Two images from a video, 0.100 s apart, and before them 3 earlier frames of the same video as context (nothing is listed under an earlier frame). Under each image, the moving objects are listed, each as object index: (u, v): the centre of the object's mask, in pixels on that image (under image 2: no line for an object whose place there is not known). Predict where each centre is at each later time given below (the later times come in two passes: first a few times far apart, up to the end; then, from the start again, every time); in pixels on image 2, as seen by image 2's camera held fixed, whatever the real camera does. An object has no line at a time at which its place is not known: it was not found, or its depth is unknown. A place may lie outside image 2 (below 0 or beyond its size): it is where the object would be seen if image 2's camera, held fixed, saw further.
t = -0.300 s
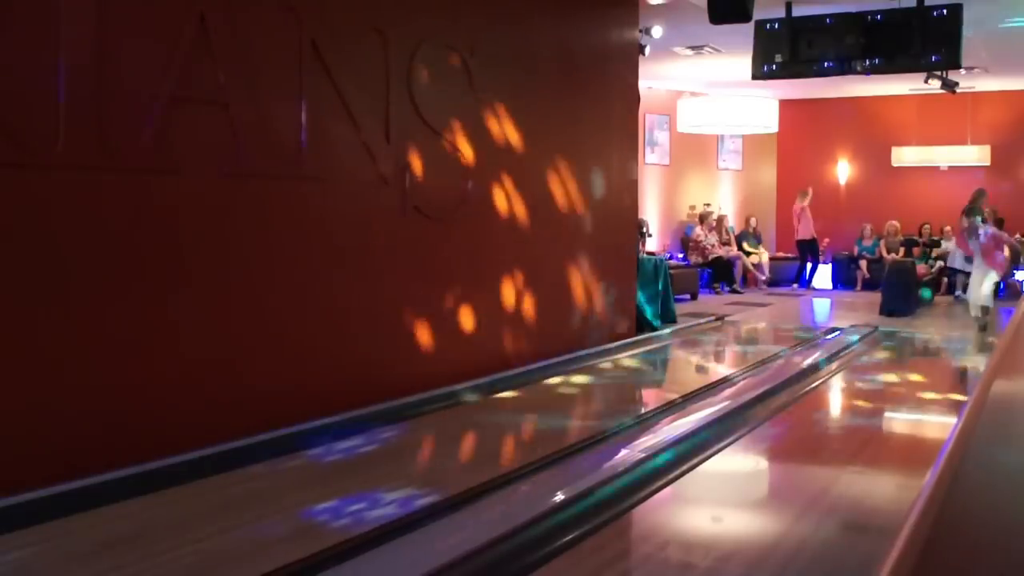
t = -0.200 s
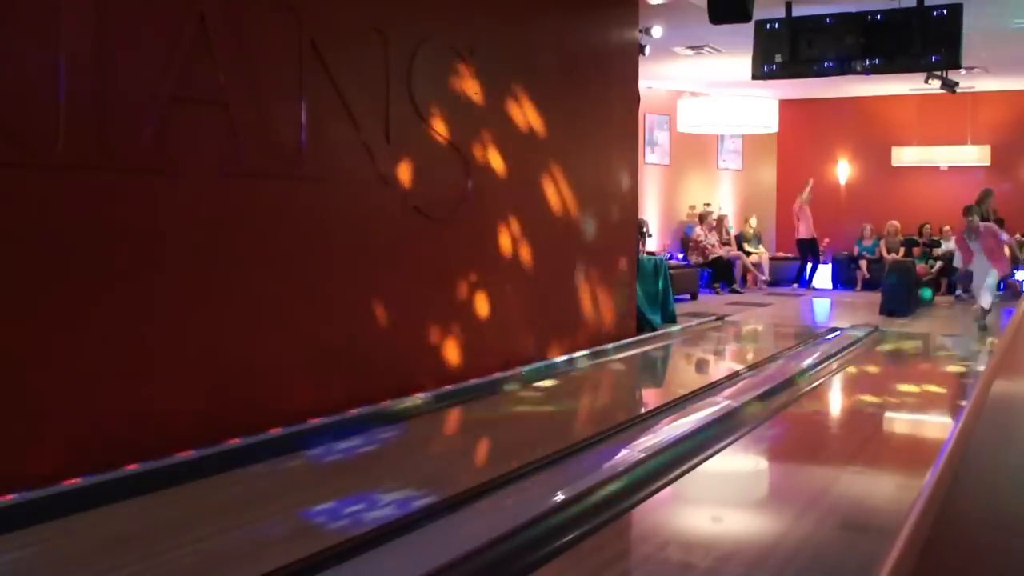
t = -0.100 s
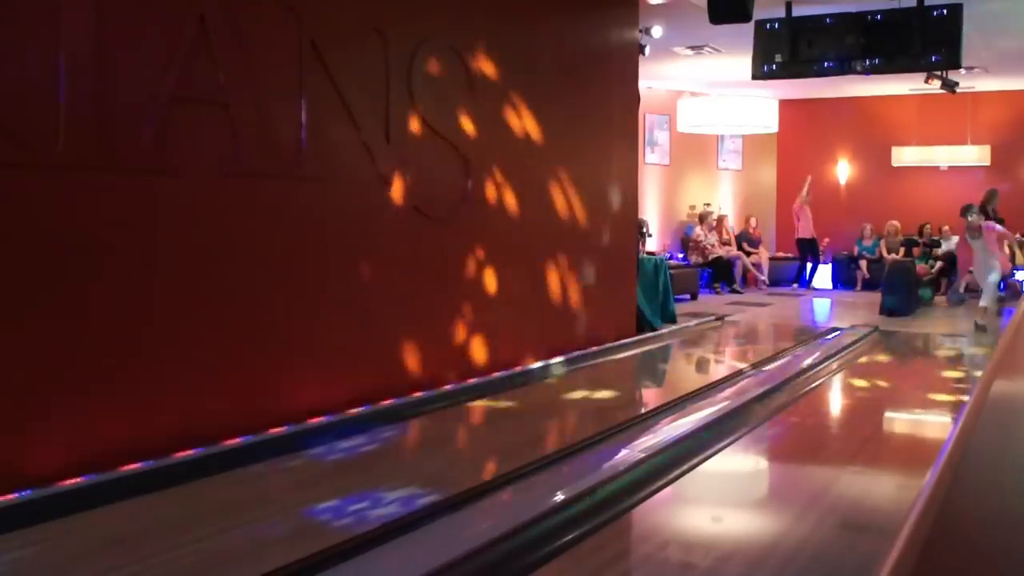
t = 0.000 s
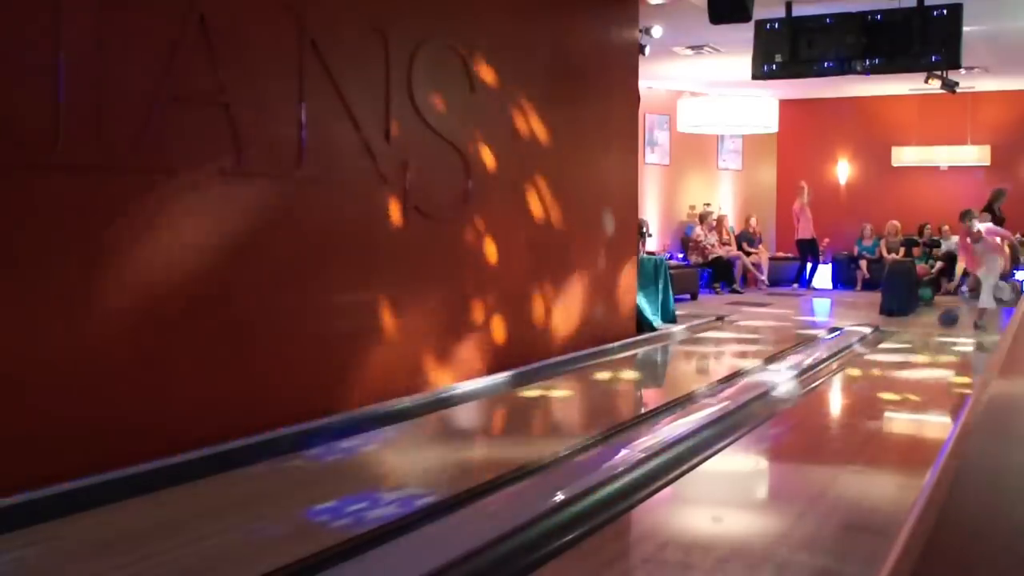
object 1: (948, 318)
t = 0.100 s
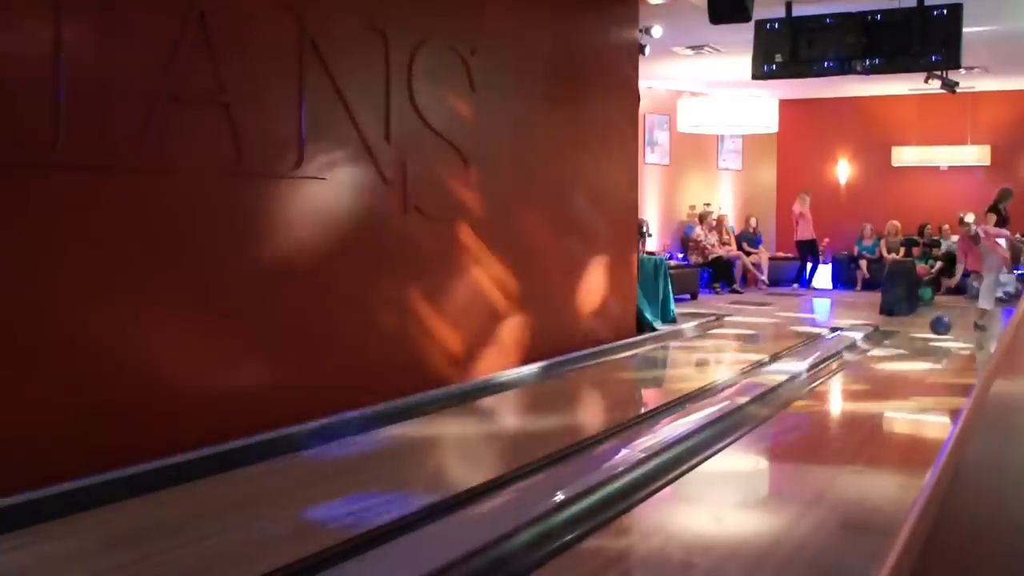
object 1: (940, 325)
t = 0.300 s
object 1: (921, 345)
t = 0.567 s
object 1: (887, 373)
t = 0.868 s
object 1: (822, 429)
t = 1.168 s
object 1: (692, 536)
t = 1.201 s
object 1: (669, 550)
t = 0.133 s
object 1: (937, 327)
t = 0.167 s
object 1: (935, 331)
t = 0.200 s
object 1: (931, 337)
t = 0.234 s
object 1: (928, 340)
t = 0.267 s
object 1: (924, 343)
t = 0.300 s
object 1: (921, 345)
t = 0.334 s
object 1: (917, 348)
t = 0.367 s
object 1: (914, 352)
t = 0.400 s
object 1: (909, 356)
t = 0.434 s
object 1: (906, 358)
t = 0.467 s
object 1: (901, 362)
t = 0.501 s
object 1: (897, 366)
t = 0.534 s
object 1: (892, 371)
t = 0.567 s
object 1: (887, 373)
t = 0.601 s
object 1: (881, 379)
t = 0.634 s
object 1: (875, 383)
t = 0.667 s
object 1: (869, 389)
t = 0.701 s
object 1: (863, 394)
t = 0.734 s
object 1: (856, 400)
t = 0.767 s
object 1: (850, 406)
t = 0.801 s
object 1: (841, 413)
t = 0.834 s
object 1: (832, 421)
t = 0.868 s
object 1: (822, 429)
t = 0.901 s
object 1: (812, 436)
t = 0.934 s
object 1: (803, 444)
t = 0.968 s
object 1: (791, 454)
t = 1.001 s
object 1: (780, 463)
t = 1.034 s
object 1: (766, 476)
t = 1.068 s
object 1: (749, 489)
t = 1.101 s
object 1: (732, 502)
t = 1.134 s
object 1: (714, 518)
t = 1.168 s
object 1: (692, 536)
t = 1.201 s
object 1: (669, 550)
